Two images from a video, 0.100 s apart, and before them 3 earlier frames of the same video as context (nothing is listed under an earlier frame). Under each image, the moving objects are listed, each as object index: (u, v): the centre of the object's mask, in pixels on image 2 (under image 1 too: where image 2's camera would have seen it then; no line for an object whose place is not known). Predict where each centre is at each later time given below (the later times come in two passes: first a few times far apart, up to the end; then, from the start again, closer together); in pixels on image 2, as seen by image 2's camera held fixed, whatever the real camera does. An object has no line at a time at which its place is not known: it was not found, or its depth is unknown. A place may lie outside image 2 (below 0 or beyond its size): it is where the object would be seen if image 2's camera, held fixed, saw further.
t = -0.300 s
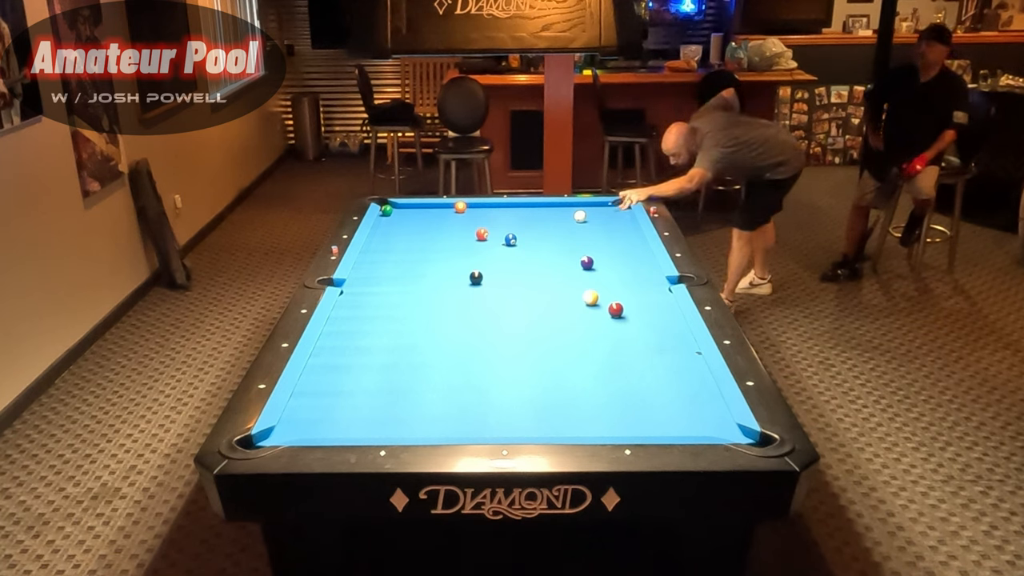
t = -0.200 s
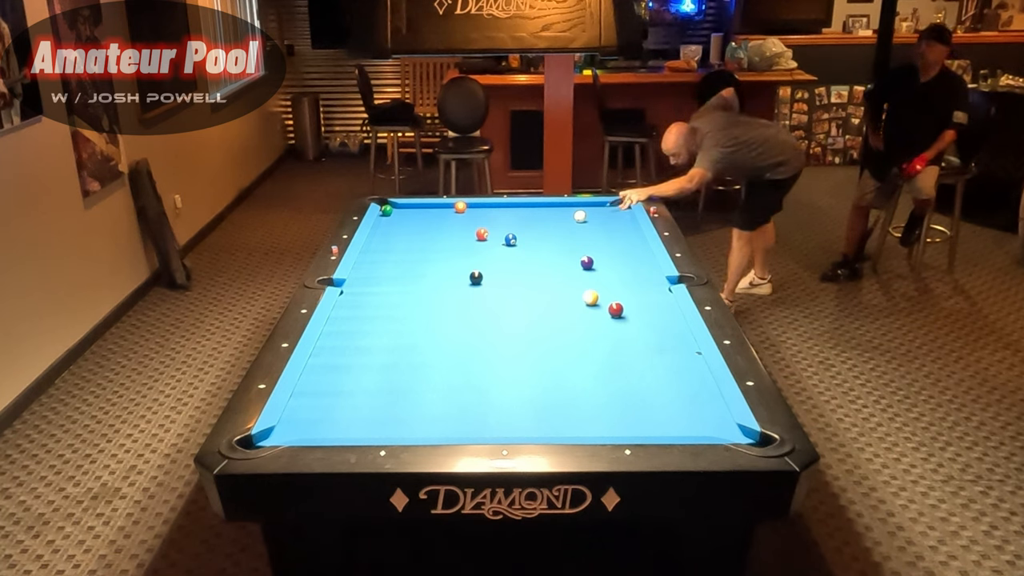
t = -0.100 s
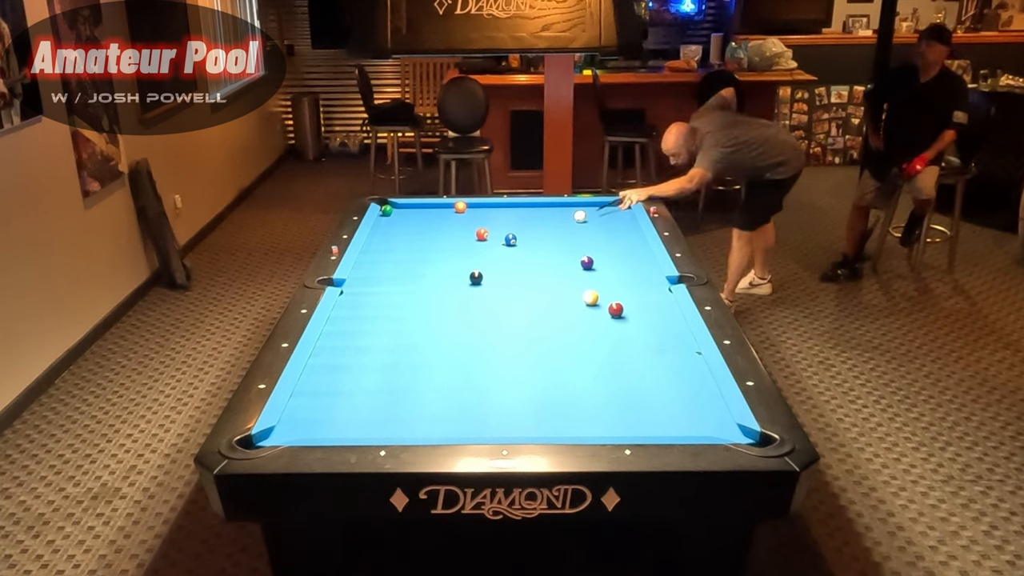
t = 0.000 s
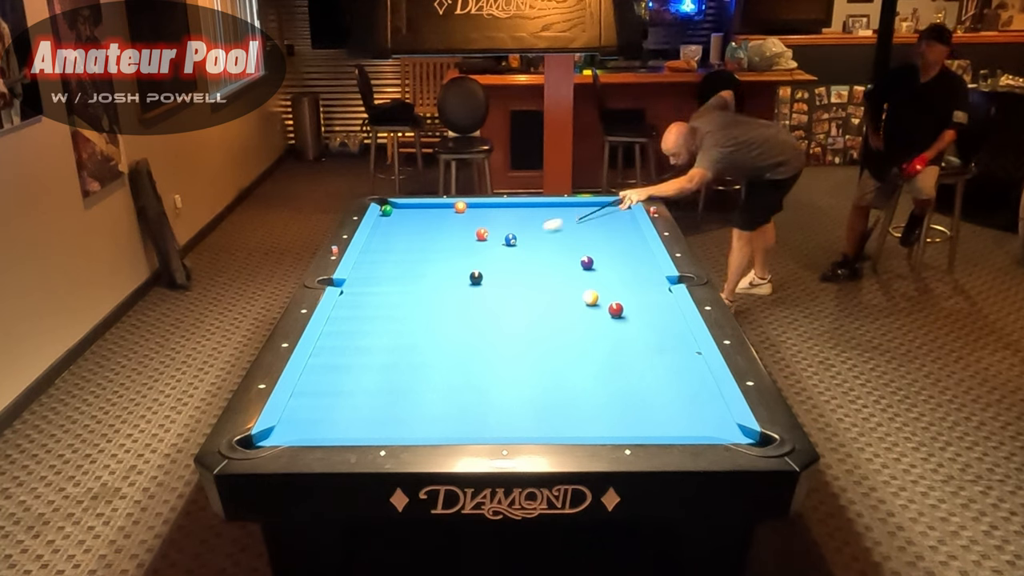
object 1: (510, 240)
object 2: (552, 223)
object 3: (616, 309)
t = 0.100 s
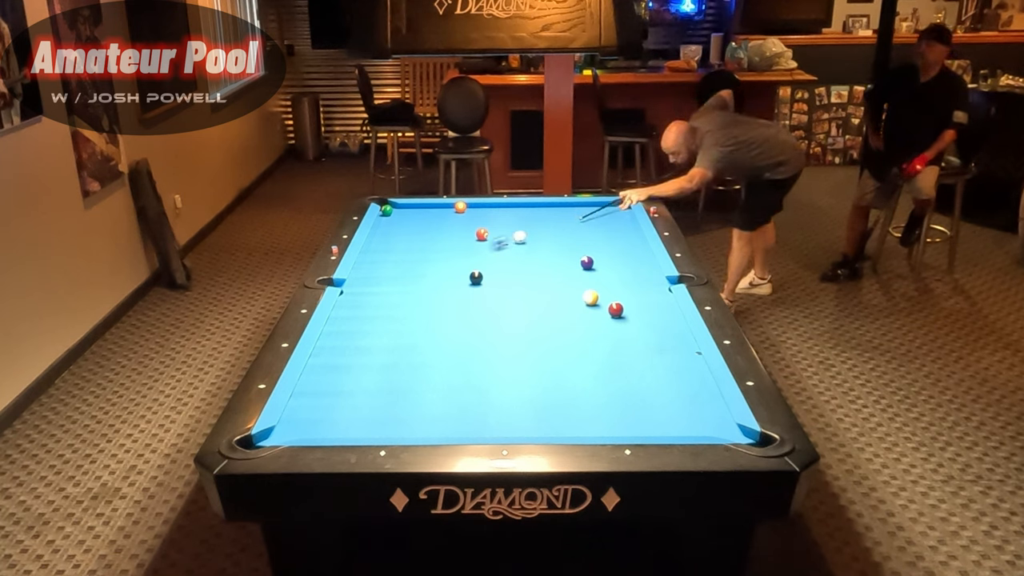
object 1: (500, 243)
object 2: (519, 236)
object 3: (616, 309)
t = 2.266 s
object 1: (575, 305)
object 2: (523, 243)
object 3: (616, 309)
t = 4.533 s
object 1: (616, 309)
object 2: (523, 244)
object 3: (650, 318)
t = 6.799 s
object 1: (616, 309)
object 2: (523, 244)
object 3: (649, 318)
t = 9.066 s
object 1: (616, 308)
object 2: (523, 243)
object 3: (649, 318)
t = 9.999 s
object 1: (616, 309)
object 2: (523, 244)
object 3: (649, 318)
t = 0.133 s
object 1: (483, 248)
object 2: (520, 236)
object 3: (616, 309)
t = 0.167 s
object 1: (468, 253)
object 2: (520, 236)
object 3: (616, 309)
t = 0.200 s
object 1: (452, 257)
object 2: (520, 237)
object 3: (616, 309)
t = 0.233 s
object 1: (437, 262)
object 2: (520, 237)
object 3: (616, 309)
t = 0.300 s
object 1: (408, 270)
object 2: (520, 237)
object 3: (616, 309)
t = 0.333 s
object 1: (393, 275)
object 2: (520, 238)
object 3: (615, 309)
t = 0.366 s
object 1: (378, 280)
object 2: (521, 238)
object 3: (615, 309)
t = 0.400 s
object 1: (365, 284)
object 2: (521, 238)
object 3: (616, 309)
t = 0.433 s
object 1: (349, 288)
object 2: (521, 238)
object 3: (616, 309)
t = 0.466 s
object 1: (346, 288)
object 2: (521, 239)
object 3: (616, 309)
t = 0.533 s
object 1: (352, 282)
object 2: (522, 239)
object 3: (616, 309)
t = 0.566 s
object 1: (358, 283)
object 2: (522, 239)
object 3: (616, 309)
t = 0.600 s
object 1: (363, 283)
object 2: (522, 239)
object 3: (616, 309)
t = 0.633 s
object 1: (368, 284)
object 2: (522, 240)
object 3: (616, 309)
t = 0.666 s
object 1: (372, 284)
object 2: (522, 240)
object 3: (616, 309)
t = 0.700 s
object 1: (377, 285)
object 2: (522, 240)
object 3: (616, 309)
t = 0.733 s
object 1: (381, 285)
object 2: (522, 240)
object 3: (616, 309)
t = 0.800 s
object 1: (390, 286)
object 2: (523, 241)
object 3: (616, 309)
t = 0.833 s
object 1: (394, 287)
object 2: (523, 241)
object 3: (616, 309)
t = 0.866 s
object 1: (398, 287)
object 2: (523, 241)
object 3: (616, 309)
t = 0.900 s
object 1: (403, 288)
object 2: (523, 241)
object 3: (616, 309)
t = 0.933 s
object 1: (407, 288)
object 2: (523, 241)
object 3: (616, 309)
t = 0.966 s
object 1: (412, 289)
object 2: (523, 241)
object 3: (616, 309)
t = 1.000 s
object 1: (416, 289)
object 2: (523, 242)
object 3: (616, 309)
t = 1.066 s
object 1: (425, 290)
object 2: (523, 242)
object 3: (616, 309)
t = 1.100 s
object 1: (429, 290)
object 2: (523, 242)
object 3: (616, 309)
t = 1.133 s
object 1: (434, 291)
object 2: (523, 242)
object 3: (616, 309)
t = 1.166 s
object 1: (438, 291)
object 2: (523, 242)
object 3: (616, 309)
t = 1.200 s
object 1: (443, 292)
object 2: (523, 242)
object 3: (616, 309)
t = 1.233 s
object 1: (447, 292)
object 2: (523, 242)
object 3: (616, 309)
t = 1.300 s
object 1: (455, 293)
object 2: (523, 243)
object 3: (616, 309)
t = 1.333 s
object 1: (460, 294)
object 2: (523, 242)
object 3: (616, 309)
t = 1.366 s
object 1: (464, 294)
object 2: (523, 243)
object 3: (616, 309)
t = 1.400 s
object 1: (468, 295)
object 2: (523, 243)
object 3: (616, 309)
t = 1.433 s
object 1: (472, 295)
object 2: (523, 243)
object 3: (616, 309)
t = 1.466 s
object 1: (476, 295)
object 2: (523, 243)
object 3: (616, 309)
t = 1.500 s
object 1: (481, 296)
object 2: (523, 243)
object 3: (616, 309)
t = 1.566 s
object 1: (489, 297)
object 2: (523, 243)
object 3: (615, 309)
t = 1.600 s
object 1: (493, 297)
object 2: (523, 243)
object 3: (616, 309)
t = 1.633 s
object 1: (498, 298)
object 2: (523, 243)
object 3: (615, 309)
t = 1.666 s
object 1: (502, 298)
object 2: (523, 243)
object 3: (616, 309)
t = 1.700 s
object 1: (506, 299)
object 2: (523, 243)
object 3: (615, 309)
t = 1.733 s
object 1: (510, 299)
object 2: (523, 243)
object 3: (616, 309)
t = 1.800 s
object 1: (519, 300)
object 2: (523, 243)
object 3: (616, 309)
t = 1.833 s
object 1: (523, 300)
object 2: (523, 244)
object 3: (615, 309)
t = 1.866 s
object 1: (527, 301)
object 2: (523, 243)
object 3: (616, 309)
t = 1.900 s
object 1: (531, 301)
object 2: (523, 244)
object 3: (616, 309)
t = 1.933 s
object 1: (535, 301)
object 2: (523, 243)
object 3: (616, 309)
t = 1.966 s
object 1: (539, 302)
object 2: (523, 243)
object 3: (616, 309)
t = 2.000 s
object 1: (543, 302)
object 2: (523, 243)
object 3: (616, 309)
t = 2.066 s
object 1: (551, 303)
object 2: (523, 243)
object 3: (616, 309)
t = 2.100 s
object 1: (555, 303)
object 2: (523, 243)
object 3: (616, 309)
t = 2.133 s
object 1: (559, 304)
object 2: (523, 243)
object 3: (616, 309)
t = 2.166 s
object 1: (563, 304)
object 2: (523, 243)
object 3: (616, 309)
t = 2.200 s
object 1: (567, 305)
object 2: (523, 243)
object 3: (616, 309)
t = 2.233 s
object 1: (571, 305)
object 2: (523, 243)
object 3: (616, 309)
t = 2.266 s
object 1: (575, 305)
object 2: (523, 243)
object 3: (616, 309)
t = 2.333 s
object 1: (583, 306)
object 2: (523, 243)
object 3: (616, 309)
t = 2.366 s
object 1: (587, 307)
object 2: (523, 243)
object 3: (616, 309)
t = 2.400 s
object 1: (591, 307)
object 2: (523, 243)
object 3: (616, 309)
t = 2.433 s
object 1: (594, 307)
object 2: (523, 243)
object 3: (616, 309)
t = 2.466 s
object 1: (598, 308)
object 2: (523, 244)
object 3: (616, 309)
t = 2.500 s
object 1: (600, 308)
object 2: (523, 244)
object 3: (617, 309)
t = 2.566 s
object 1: (602, 308)
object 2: (523, 244)
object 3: (623, 310)
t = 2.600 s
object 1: (603, 308)
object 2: (523, 243)
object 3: (625, 310)
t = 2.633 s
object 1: (604, 308)
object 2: (523, 243)
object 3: (627, 310)
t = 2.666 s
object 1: (604, 308)
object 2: (523, 244)
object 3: (630, 310)
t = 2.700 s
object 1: (605, 308)
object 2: (523, 243)
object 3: (632, 310)
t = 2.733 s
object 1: (606, 308)
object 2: (523, 243)
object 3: (634, 311)
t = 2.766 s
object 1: (607, 308)
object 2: (523, 243)
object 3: (636, 311)
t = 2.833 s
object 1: (608, 308)
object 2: (523, 244)
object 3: (641, 312)
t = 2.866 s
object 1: (609, 308)
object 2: (523, 243)
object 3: (644, 312)
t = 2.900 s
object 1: (610, 308)
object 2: (523, 243)
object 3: (646, 312)
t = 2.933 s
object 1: (610, 308)
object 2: (523, 243)
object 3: (648, 312)
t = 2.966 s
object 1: (610, 308)
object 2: (523, 243)
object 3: (650, 312)
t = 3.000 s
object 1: (611, 308)
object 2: (523, 243)
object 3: (652, 313)
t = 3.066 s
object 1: (612, 308)
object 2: (523, 244)
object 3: (656, 313)
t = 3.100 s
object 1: (612, 308)
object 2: (523, 243)
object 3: (658, 313)
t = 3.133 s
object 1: (613, 308)
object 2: (523, 244)
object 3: (660, 313)
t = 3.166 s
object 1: (613, 309)
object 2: (523, 244)
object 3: (662, 314)
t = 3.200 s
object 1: (614, 309)
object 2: (523, 244)
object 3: (665, 314)
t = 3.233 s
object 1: (614, 309)
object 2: (523, 244)
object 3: (667, 314)
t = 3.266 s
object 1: (614, 309)
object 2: (523, 244)
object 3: (669, 314)
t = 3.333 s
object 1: (615, 309)
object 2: (523, 243)
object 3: (672, 315)
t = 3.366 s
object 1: (615, 309)
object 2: (523, 243)
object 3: (674, 315)
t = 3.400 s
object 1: (615, 309)
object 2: (523, 243)
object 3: (674, 315)
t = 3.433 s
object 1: (615, 309)
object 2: (523, 243)
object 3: (673, 315)
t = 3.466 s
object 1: (616, 309)
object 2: (523, 244)
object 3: (672, 315)
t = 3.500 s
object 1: (616, 309)
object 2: (523, 244)
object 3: (671, 315)
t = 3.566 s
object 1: (616, 309)
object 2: (523, 244)
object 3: (669, 316)
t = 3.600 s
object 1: (616, 309)
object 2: (523, 244)
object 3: (668, 316)
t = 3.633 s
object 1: (616, 309)
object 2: (523, 244)
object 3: (667, 316)
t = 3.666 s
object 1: (616, 309)
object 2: (523, 244)
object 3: (666, 316)
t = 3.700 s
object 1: (616, 309)
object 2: (523, 244)
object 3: (665, 316)
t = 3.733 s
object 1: (616, 309)
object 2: (523, 244)
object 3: (664, 316)
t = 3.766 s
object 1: (616, 309)
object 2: (523, 244)
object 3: (664, 316)
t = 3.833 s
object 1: (616, 309)
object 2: (523, 244)
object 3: (662, 317)
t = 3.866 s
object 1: (616, 309)
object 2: (523, 244)
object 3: (661, 317)
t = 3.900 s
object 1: (616, 309)
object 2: (523, 244)
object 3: (660, 317)
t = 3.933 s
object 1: (616, 309)
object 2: (523, 244)
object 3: (660, 317)
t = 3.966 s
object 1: (616, 309)
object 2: (523, 244)
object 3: (659, 317)
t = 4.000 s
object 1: (616, 309)
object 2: (523, 244)
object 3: (658, 317)
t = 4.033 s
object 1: (616, 309)
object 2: (523, 244)
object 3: (658, 317)
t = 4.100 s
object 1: (616, 309)
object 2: (523, 244)
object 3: (656, 317)
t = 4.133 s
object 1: (616, 309)
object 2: (523, 244)
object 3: (656, 317)
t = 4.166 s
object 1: (616, 309)
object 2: (523, 244)
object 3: (655, 318)
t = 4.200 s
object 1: (616, 309)
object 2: (523, 244)
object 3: (655, 318)
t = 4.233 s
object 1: (616, 309)
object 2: (523, 244)
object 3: (654, 318)
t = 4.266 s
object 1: (616, 309)
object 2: (523, 244)
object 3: (654, 318)
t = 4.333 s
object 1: (616, 309)
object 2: (523, 244)
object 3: (653, 318)
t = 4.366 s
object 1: (616, 309)
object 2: (523, 244)
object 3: (652, 318)
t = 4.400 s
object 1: (616, 309)
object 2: (523, 244)
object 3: (652, 318)
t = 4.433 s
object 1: (616, 309)
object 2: (523, 244)
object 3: (651, 318)
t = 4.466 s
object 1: (616, 309)
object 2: (523, 244)
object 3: (651, 318)
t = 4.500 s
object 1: (616, 309)
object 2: (523, 244)
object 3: (651, 318)
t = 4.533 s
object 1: (616, 309)
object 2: (523, 244)
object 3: (650, 318)
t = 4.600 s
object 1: (616, 309)
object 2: (523, 244)
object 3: (650, 318)
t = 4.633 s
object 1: (616, 309)
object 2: (523, 244)
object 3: (650, 318)
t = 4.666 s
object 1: (616, 309)
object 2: (523, 244)
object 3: (650, 318)
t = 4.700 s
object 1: (616, 309)
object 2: (523, 244)
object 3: (649, 318)
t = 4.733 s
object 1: (616, 309)
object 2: (523, 244)
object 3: (649, 318)
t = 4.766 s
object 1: (616, 309)
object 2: (523, 244)
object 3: (649, 318)
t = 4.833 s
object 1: (616, 309)
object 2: (523, 244)
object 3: (649, 318)
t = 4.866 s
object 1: (616, 309)
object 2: (523, 244)
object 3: (649, 318)
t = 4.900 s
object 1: (616, 309)
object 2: (523, 244)
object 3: (649, 318)
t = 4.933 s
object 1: (616, 309)
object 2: (523, 244)
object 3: (649, 318)
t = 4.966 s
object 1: (616, 309)
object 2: (523, 244)
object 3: (649, 318)
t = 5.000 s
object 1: (616, 309)
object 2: (523, 244)
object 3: (649, 318)
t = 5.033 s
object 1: (616, 309)
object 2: (523, 244)
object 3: (649, 318)
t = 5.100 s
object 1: (616, 309)
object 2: (523, 244)
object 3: (649, 318)
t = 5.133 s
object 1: (616, 309)
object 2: (523, 244)
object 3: (649, 318)
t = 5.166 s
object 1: (616, 309)
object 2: (523, 244)
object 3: (649, 318)
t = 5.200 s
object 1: (616, 309)
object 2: (523, 244)
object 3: (649, 318)
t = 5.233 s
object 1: (616, 309)
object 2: (523, 244)
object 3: (649, 318)
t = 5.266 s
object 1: (616, 309)
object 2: (523, 244)
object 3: (649, 318)
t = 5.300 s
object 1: (616, 309)
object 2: (523, 244)
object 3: (649, 318)
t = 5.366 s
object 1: (616, 309)
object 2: (523, 244)
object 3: (649, 318)
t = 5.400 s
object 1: (616, 309)
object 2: (523, 244)
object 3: (649, 318)
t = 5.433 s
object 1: (616, 309)
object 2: (523, 244)
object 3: (649, 318)
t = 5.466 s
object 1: (616, 309)
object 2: (523, 244)
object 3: (649, 318)
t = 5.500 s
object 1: (616, 309)
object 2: (523, 244)
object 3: (649, 318)
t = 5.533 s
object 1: (616, 309)
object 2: (523, 244)
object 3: (649, 318)
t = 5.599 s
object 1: (616, 309)
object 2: (523, 244)
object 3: (649, 318)
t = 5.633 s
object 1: (616, 309)
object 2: (523, 244)
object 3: (649, 318)
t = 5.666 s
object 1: (616, 309)
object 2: (523, 244)
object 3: (649, 318)
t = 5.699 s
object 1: (616, 309)
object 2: (523, 244)
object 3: (649, 318)
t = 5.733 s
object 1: (616, 309)
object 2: (523, 244)
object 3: (649, 318)
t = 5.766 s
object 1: (616, 309)
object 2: (523, 244)
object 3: (649, 318)
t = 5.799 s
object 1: (616, 309)
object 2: (523, 244)
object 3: (649, 318)
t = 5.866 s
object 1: (616, 309)
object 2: (523, 244)
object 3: (649, 318)
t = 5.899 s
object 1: (616, 309)
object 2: (523, 244)
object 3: (649, 318)
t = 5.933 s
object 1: (616, 309)
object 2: (523, 244)
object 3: (649, 318)
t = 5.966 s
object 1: (616, 309)
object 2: (523, 244)
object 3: (649, 318)
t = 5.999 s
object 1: (616, 309)
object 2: (523, 243)
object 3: (649, 318)
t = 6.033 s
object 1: (616, 309)
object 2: (523, 244)
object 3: (649, 318)
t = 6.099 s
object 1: (616, 309)
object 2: (523, 244)
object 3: (649, 318)
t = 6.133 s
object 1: (616, 309)
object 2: (523, 243)
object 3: (649, 318)
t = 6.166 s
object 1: (616, 309)
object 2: (523, 243)
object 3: (649, 318)
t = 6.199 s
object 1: (616, 309)
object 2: (523, 243)
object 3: (649, 318)
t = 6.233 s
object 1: (616, 309)
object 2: (523, 243)
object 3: (649, 318)
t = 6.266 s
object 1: (616, 309)
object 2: (523, 243)
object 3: (649, 318)
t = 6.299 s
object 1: (616, 309)
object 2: (523, 243)
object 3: (649, 318)
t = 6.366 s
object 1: (616, 309)
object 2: (523, 243)
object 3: (649, 318)
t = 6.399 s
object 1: (616, 309)
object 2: (523, 243)
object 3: (649, 318)
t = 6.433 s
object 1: (616, 309)
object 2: (523, 243)
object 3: (649, 318)
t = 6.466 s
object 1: (616, 309)
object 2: (523, 243)
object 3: (649, 318)
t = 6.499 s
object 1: (616, 309)
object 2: (523, 243)
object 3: (649, 318)
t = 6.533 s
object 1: (616, 309)
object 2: (523, 244)
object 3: (649, 318)
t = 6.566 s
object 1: (616, 309)
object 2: (523, 243)
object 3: (649, 318)
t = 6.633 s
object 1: (616, 309)
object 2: (523, 243)
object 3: (649, 318)
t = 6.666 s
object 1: (616, 309)
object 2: (523, 244)
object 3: (649, 318)
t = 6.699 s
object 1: (616, 309)
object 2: (523, 243)
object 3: (649, 318)
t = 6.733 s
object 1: (616, 309)
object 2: (523, 244)
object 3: (649, 318)
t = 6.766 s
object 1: (616, 309)
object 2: (523, 243)
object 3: (649, 318)
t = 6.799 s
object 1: (616, 309)
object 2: (523, 244)
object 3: (649, 318)
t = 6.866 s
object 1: (616, 309)
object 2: (523, 243)
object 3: (649, 318)
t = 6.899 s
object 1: (616, 309)
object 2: (523, 243)
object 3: (649, 318)
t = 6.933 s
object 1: (616, 309)
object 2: (523, 244)
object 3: (649, 318)
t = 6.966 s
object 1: (616, 309)
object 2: (523, 243)
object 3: (649, 318)
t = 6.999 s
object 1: (616, 309)
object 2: (523, 244)
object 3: (649, 318)
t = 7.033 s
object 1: (616, 309)
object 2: (523, 244)
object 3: (649, 318)
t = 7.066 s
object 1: (616, 309)
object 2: (523, 244)
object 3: (649, 318)
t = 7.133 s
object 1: (616, 309)
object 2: (523, 244)
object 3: (649, 318)
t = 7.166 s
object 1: (616, 309)
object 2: (523, 244)
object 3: (649, 318)
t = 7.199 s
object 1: (616, 309)
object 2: (523, 244)
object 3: (649, 318)
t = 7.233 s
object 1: (616, 309)
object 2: (523, 243)
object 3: (649, 318)
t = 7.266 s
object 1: (616, 309)
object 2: (523, 244)
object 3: (649, 318)
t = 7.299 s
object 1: (616, 309)
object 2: (523, 244)
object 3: (649, 318)
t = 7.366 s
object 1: (616, 309)
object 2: (523, 243)
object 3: (649, 318)
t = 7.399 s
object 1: (616, 309)
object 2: (523, 243)
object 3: (649, 318)
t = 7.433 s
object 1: (616, 309)
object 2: (523, 244)
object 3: (649, 318)
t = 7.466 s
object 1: (616, 309)
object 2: (523, 243)
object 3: (649, 318)
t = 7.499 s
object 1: (616, 309)
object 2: (523, 243)
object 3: (649, 318)
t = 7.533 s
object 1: (616, 309)
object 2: (523, 243)
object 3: (649, 318)
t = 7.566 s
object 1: (616, 309)
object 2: (523, 243)
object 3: (649, 318)
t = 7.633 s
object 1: (616, 309)
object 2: (523, 243)
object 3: (649, 318)
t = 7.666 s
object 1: (616, 309)
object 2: (523, 244)
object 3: (649, 318)
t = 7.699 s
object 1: (616, 309)
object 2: (523, 244)
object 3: (649, 318)
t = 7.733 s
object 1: (616, 309)
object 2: (523, 243)
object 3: (649, 318)
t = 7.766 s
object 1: (616, 309)
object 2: (523, 243)
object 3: (649, 318)
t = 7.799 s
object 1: (616, 309)
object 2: (523, 244)
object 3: (649, 318)
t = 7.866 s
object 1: (616, 309)
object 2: (523, 243)
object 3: (649, 318)
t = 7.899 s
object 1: (616, 309)
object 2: (523, 244)
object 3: (649, 318)
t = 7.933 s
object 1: (616, 309)
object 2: (523, 244)
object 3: (649, 318)
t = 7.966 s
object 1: (616, 309)
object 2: (523, 243)
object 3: (649, 318)
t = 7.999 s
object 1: (616, 309)
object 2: (523, 243)
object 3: (649, 318)
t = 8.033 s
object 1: (616, 309)
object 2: (523, 244)
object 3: (649, 318)
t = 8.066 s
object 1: (616, 309)
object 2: (523, 244)
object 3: (649, 318)
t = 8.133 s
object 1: (616, 309)
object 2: (523, 243)
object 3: (649, 318)
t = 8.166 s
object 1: (616, 309)
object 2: (523, 244)
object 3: (649, 318)
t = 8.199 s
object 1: (616, 309)
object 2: (523, 244)
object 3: (649, 318)
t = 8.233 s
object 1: (616, 309)
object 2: (523, 243)
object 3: (649, 318)
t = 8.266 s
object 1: (616, 309)
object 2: (523, 244)
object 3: (649, 318)
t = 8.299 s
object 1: (616, 309)
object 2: (523, 244)
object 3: (649, 318)
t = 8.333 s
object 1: (616, 309)
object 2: (523, 243)
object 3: (649, 318)
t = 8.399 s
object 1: (616, 309)
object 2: (523, 243)
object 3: (649, 318)
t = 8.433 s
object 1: (616, 309)
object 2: (523, 244)
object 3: (649, 318)
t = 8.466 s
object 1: (616, 309)
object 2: (523, 244)
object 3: (649, 318)
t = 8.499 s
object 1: (616, 309)
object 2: (523, 243)
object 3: (649, 318)
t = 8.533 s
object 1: (616, 309)
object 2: (523, 244)
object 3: (649, 318)
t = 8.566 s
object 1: (616, 309)
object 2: (523, 244)
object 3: (649, 318)
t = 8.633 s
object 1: (616, 309)
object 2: (523, 244)
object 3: (649, 318)
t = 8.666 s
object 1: (616, 309)
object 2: (523, 244)
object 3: (649, 318)
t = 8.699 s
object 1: (616, 309)
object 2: (523, 243)
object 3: (649, 318)
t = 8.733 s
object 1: (616, 309)
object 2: (523, 243)
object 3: (649, 318)
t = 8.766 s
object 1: (616, 309)
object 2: (523, 244)
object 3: (649, 318)
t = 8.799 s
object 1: (616, 309)
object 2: (523, 243)
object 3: (649, 318)
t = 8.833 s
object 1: (616, 309)
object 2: (523, 244)
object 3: (649, 318)
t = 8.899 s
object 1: (616, 309)
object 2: (523, 244)
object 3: (649, 318)
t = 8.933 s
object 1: (616, 309)
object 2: (523, 244)
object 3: (649, 318)
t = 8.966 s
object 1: (616, 309)
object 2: (523, 243)
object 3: (649, 318)
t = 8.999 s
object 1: (616, 309)
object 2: (523, 243)
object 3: (649, 318)
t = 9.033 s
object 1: (616, 309)
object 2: (523, 244)
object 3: (649, 318)
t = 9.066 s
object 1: (616, 308)
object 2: (523, 243)
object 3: (649, 318)
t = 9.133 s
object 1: (616, 308)
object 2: (523, 244)
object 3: (649, 318)
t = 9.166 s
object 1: (616, 309)
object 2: (523, 244)
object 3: (649, 318)
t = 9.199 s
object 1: (616, 308)
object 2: (523, 244)
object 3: (649, 318)
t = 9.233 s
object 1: (616, 308)
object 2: (523, 243)
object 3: (649, 318)
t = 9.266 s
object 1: (616, 308)
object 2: (523, 244)
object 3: (649, 318)
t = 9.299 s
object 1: (616, 308)
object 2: (523, 244)
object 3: (649, 318)
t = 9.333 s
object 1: (616, 308)
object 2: (523, 243)
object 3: (649, 318)
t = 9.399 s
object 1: (616, 309)
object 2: (523, 243)
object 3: (649, 318)
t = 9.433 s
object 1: (616, 309)
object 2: (523, 244)
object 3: (649, 318)
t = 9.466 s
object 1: (616, 309)
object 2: (523, 243)
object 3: (649, 318)
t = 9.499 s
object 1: (616, 309)
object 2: (523, 244)
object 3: (649, 318)
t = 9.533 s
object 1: (616, 309)
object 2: (523, 243)
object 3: (649, 318)
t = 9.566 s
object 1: (616, 309)
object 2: (523, 243)
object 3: (649, 318)
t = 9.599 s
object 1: (616, 309)
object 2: (523, 243)
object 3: (649, 318)
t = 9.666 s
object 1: (616, 309)
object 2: (523, 244)
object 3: (649, 318)
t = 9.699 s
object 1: (616, 309)
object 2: (523, 244)
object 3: (649, 318)
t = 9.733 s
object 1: (616, 309)
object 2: (523, 243)
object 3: (649, 318)
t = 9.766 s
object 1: (616, 309)
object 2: (523, 244)
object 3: (649, 318)
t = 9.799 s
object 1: (616, 309)
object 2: (523, 244)
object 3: (649, 318)
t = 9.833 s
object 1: (616, 309)
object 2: (523, 243)
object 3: (649, 318)
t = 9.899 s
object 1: (616, 309)
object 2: (523, 243)
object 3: (649, 318)
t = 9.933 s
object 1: (616, 309)
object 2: (523, 244)
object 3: (649, 318)
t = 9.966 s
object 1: (616, 309)
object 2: (523, 244)
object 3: (649, 318)
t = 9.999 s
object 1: (616, 309)
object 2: (523, 244)
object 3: (649, 318)
